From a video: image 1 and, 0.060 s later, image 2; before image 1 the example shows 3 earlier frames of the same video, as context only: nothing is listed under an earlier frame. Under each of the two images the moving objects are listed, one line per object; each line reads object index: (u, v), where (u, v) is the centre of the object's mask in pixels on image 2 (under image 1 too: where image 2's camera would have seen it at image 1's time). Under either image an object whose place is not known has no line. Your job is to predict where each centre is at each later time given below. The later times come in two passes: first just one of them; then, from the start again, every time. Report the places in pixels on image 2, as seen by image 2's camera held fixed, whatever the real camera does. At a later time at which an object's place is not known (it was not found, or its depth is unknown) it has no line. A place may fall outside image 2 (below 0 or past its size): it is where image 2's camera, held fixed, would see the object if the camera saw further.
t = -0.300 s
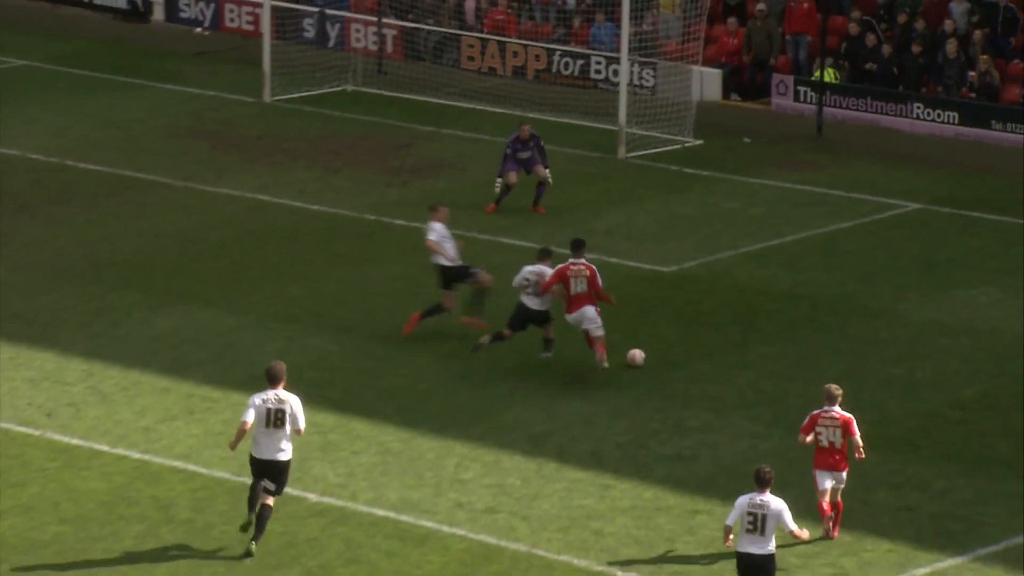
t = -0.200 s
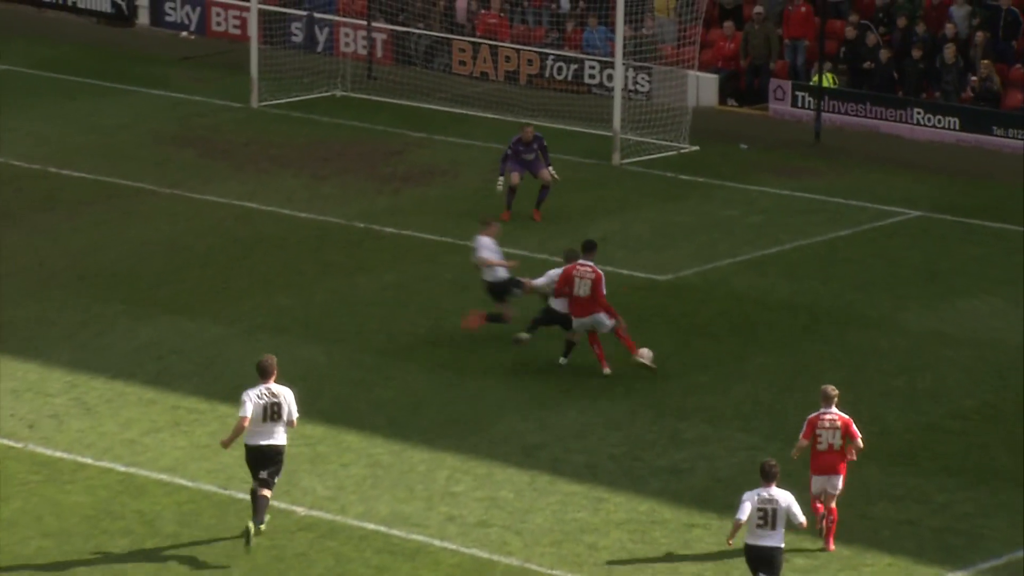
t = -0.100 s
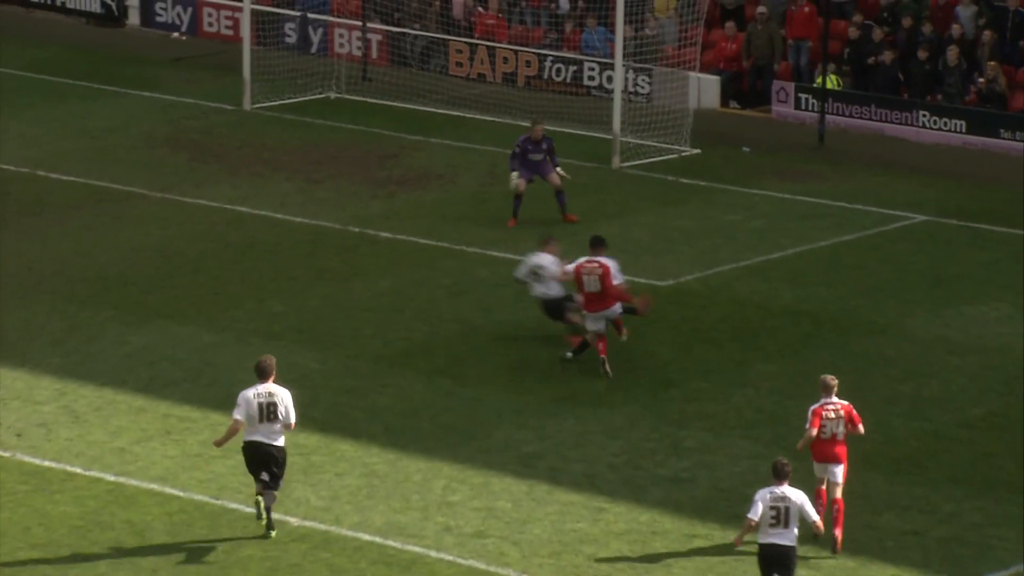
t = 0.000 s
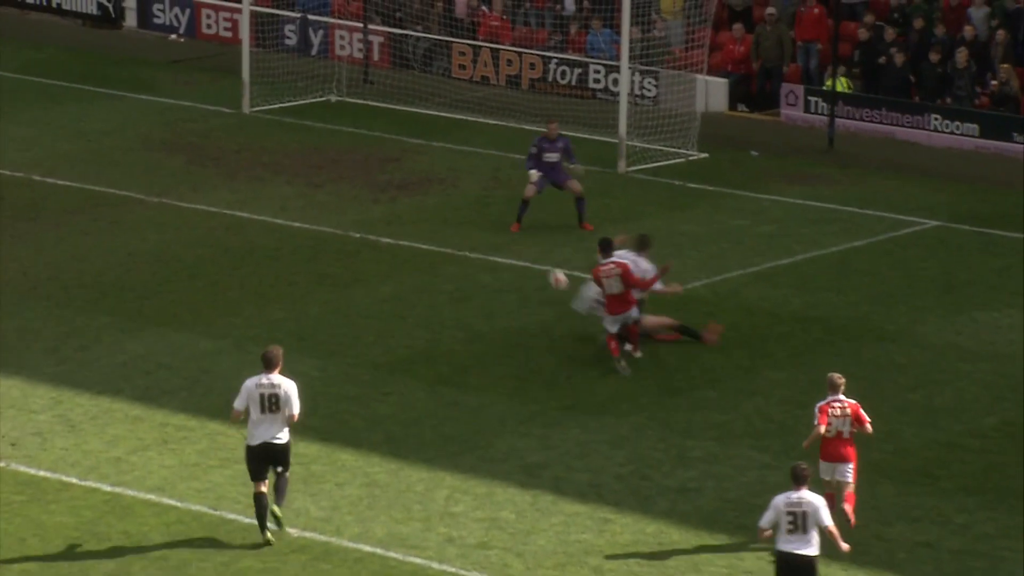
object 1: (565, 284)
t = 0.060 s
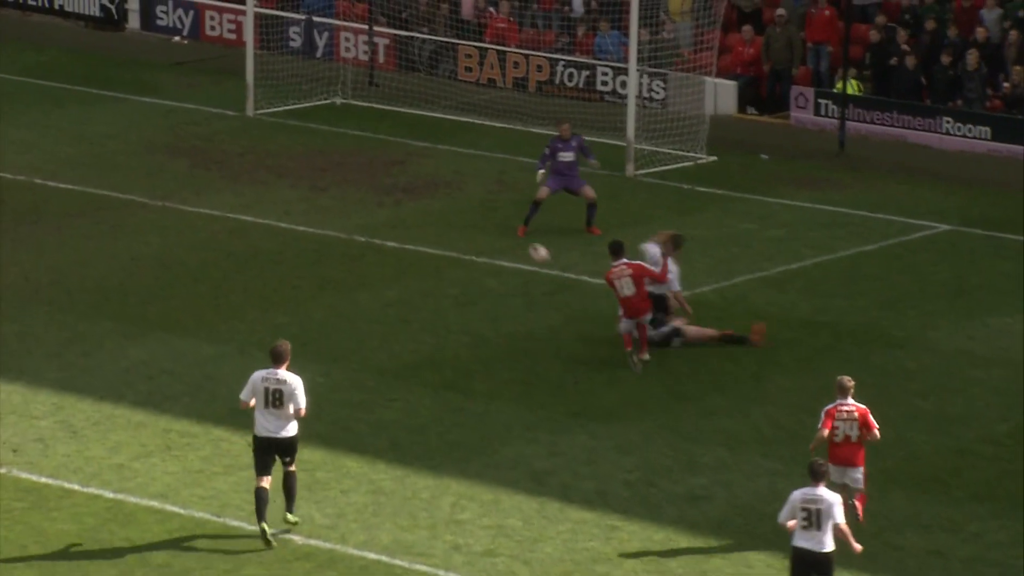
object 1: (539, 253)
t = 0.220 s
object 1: (472, 188)
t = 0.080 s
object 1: (531, 243)
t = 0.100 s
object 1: (523, 235)
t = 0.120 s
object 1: (513, 226)
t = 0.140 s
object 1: (505, 218)
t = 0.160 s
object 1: (497, 209)
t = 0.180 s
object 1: (488, 202)
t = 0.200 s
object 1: (481, 195)
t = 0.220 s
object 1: (472, 188)
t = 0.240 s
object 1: (464, 182)
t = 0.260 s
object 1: (456, 174)
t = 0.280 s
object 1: (448, 168)
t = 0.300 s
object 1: (441, 162)
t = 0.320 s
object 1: (433, 157)
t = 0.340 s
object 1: (427, 152)
